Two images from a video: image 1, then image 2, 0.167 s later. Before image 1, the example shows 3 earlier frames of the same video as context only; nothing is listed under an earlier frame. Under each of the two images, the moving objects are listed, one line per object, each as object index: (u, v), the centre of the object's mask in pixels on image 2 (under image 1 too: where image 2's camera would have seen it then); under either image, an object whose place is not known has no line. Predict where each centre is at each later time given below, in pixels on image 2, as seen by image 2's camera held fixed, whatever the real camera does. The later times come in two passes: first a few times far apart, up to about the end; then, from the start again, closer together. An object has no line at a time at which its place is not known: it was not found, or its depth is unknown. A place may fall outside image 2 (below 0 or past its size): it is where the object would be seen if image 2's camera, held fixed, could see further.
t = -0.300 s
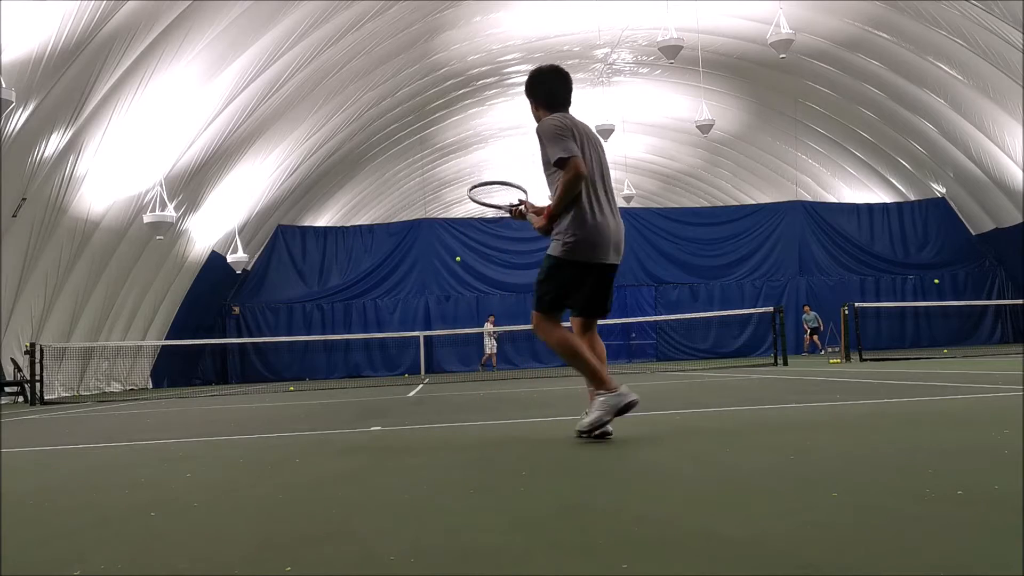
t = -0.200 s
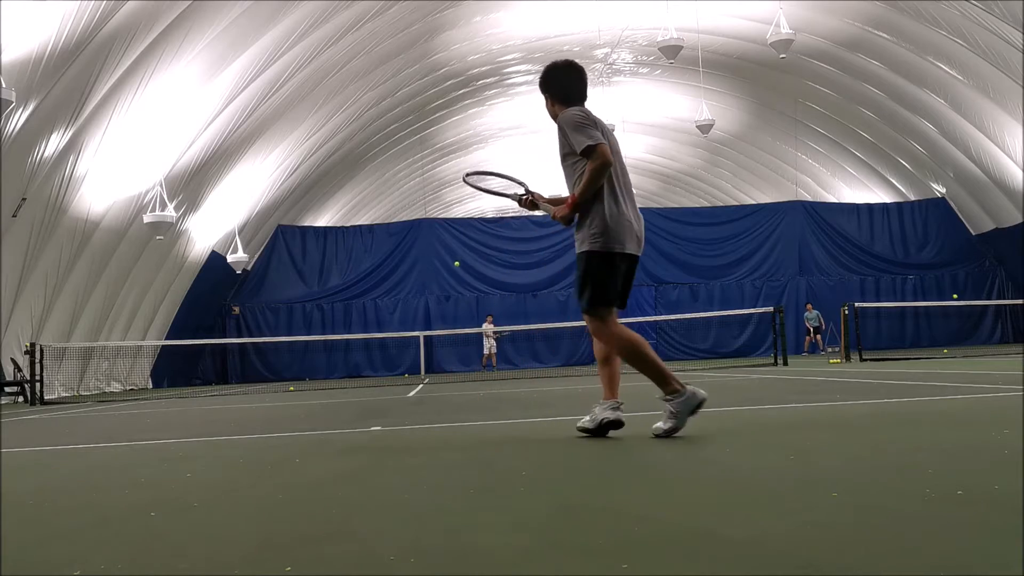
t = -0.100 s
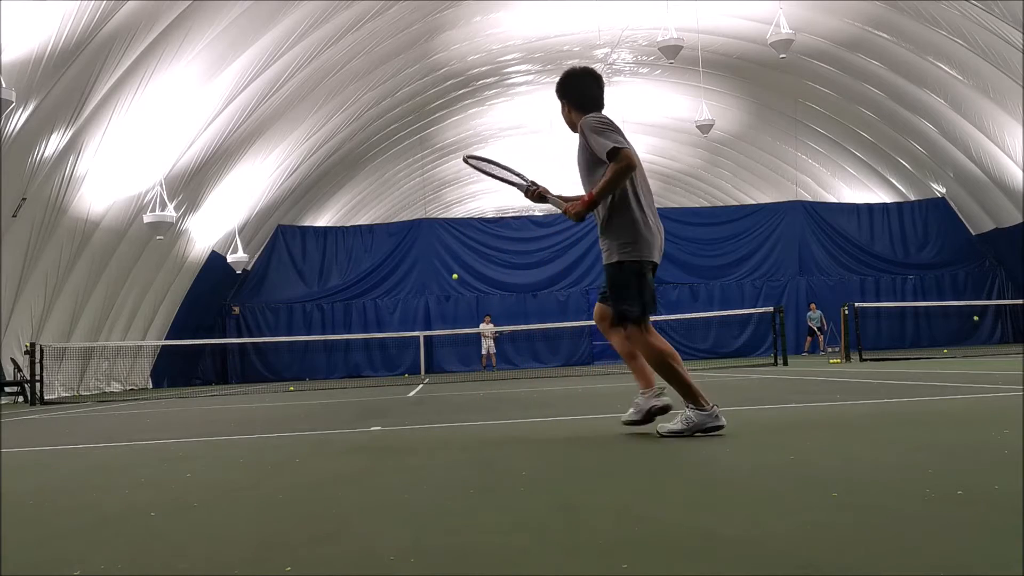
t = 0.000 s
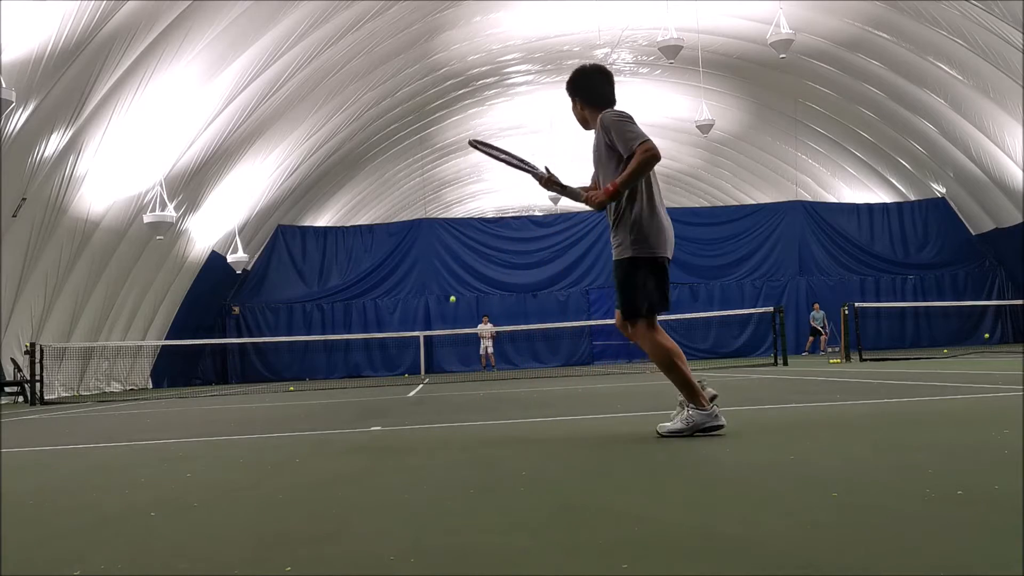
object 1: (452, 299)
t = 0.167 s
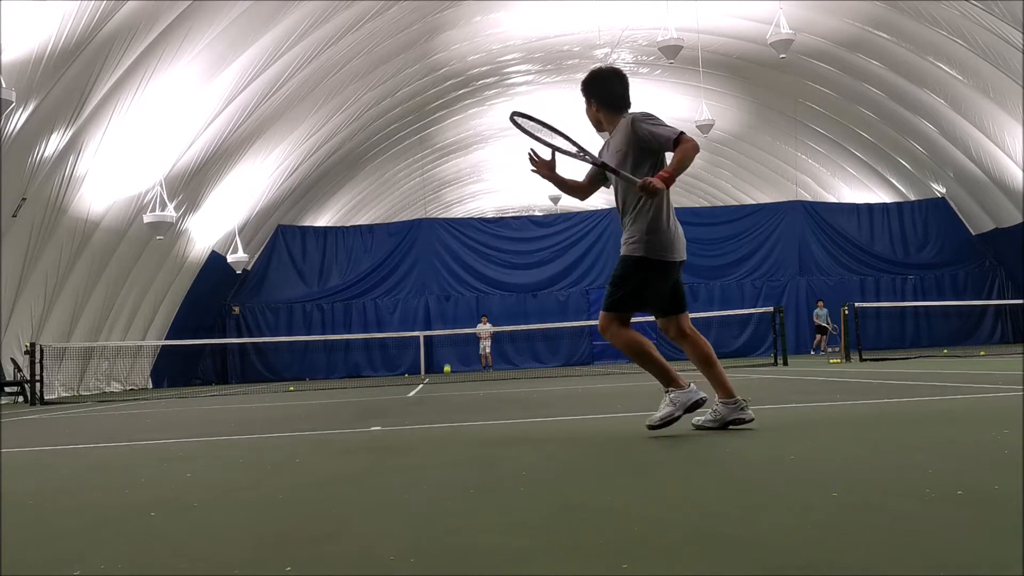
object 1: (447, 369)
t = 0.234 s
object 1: (444, 380)
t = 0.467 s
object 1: (432, 286)
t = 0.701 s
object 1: (418, 234)
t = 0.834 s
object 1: (409, 235)
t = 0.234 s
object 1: (444, 380)
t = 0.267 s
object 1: (442, 366)
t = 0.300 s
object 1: (441, 350)
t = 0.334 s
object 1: (439, 336)
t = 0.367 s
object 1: (437, 322)
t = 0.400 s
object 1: (435, 310)
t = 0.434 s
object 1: (434, 297)
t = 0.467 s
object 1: (432, 286)
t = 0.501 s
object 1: (430, 276)
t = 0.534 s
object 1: (428, 266)
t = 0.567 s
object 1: (426, 257)
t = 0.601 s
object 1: (424, 250)
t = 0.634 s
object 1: (422, 243)
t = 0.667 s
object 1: (420, 238)
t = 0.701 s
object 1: (418, 234)
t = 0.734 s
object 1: (416, 232)
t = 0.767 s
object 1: (414, 231)
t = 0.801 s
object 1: (411, 232)
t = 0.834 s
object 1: (409, 235)
